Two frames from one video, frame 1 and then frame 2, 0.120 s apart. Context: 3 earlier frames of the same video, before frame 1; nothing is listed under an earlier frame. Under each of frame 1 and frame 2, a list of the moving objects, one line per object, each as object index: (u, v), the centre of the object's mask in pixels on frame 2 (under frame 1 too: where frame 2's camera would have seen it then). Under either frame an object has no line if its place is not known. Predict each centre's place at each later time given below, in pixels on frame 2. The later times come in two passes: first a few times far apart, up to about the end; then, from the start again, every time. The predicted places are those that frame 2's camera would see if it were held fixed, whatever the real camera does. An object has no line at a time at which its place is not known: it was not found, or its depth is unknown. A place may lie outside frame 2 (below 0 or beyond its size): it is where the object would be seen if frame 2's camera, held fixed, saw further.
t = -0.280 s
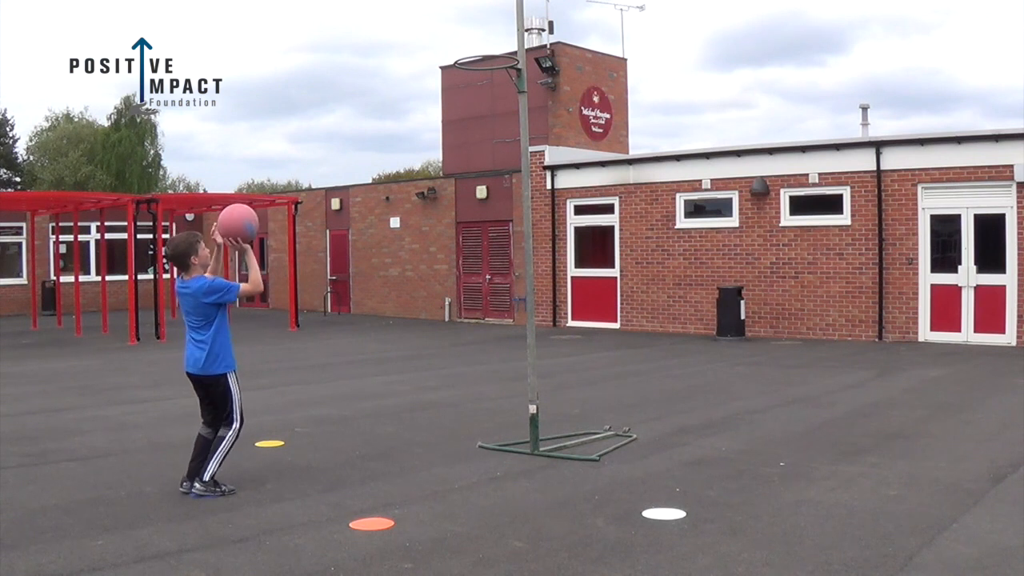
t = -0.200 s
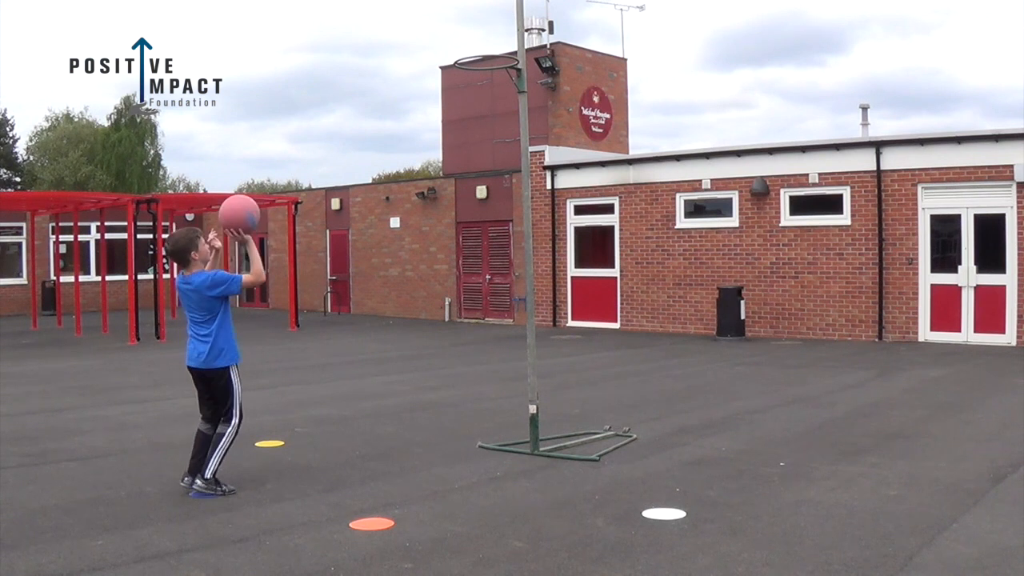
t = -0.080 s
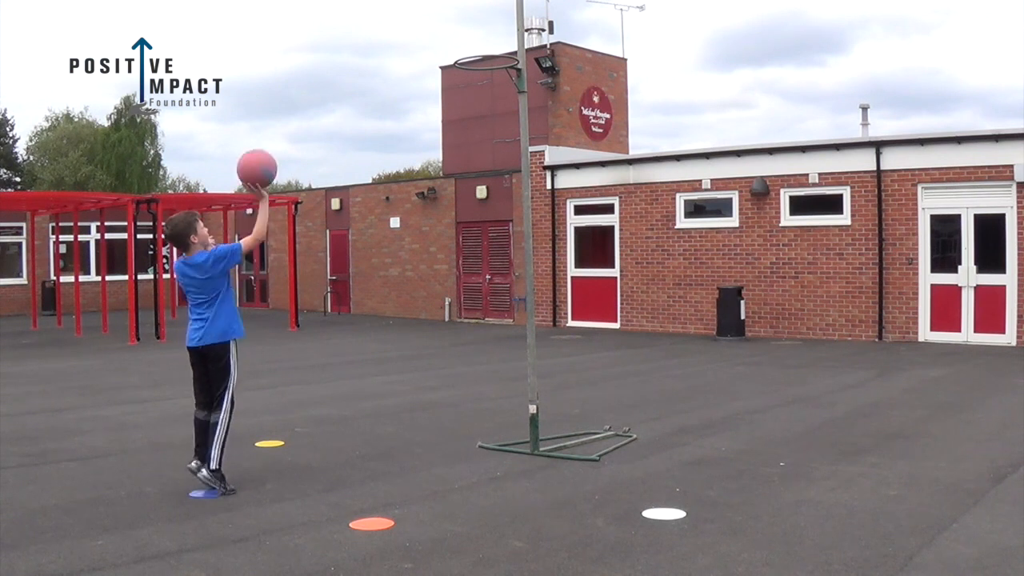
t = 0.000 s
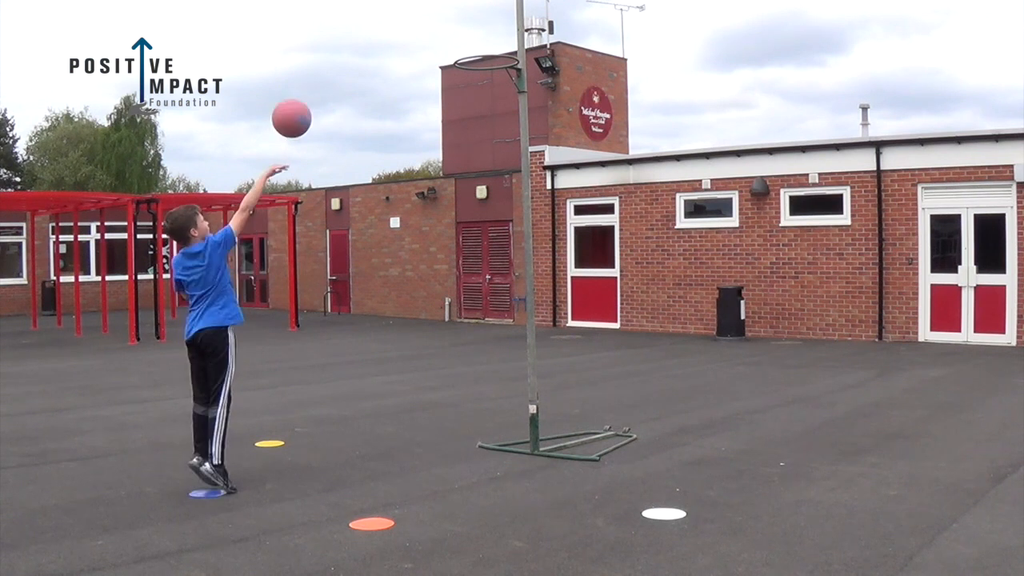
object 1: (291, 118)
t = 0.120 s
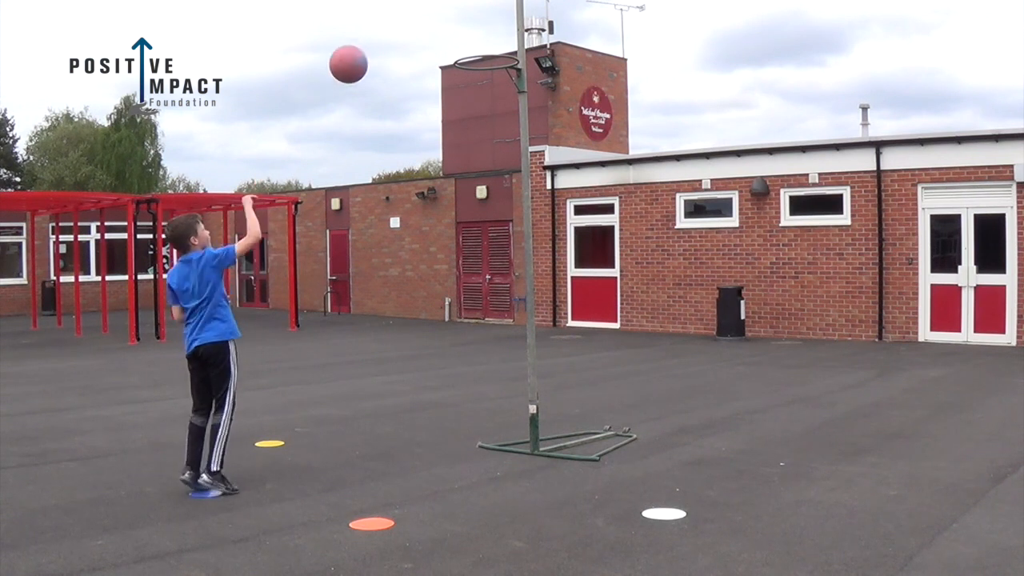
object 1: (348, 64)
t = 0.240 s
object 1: (402, 38)
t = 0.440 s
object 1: (482, 41)
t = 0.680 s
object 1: (480, 50)
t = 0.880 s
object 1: (474, 55)
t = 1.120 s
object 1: (500, 106)
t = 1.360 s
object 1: (528, 254)
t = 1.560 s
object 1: (551, 453)
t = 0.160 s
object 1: (367, 52)
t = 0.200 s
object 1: (384, 44)
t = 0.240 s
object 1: (402, 38)
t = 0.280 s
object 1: (419, 35)
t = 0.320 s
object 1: (436, 35)
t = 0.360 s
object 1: (453, 37)
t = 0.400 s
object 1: (468, 40)
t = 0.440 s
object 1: (482, 41)
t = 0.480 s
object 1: (496, 50)
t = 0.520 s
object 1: (501, 53)
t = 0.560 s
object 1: (495, 52)
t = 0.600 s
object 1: (489, 53)
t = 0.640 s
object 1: (484, 53)
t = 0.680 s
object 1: (480, 50)
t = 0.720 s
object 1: (477, 50)
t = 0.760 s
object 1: (473, 52)
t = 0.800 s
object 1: (472, 53)
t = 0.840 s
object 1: (472, 54)
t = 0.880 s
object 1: (474, 55)
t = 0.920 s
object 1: (478, 58)
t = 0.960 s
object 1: (482, 62)
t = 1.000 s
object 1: (486, 70)
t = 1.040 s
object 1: (491, 79)
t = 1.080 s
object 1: (495, 91)
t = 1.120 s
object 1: (500, 106)
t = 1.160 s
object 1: (504, 123)
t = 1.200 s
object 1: (509, 144)
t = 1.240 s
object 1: (513, 167)
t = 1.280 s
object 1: (519, 193)
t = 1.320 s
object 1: (523, 222)
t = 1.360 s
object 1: (528, 254)
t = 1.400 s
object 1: (533, 289)
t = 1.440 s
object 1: (538, 326)
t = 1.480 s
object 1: (542, 366)
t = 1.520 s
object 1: (546, 409)
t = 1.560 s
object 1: (551, 453)
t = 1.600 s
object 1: (552, 431)
